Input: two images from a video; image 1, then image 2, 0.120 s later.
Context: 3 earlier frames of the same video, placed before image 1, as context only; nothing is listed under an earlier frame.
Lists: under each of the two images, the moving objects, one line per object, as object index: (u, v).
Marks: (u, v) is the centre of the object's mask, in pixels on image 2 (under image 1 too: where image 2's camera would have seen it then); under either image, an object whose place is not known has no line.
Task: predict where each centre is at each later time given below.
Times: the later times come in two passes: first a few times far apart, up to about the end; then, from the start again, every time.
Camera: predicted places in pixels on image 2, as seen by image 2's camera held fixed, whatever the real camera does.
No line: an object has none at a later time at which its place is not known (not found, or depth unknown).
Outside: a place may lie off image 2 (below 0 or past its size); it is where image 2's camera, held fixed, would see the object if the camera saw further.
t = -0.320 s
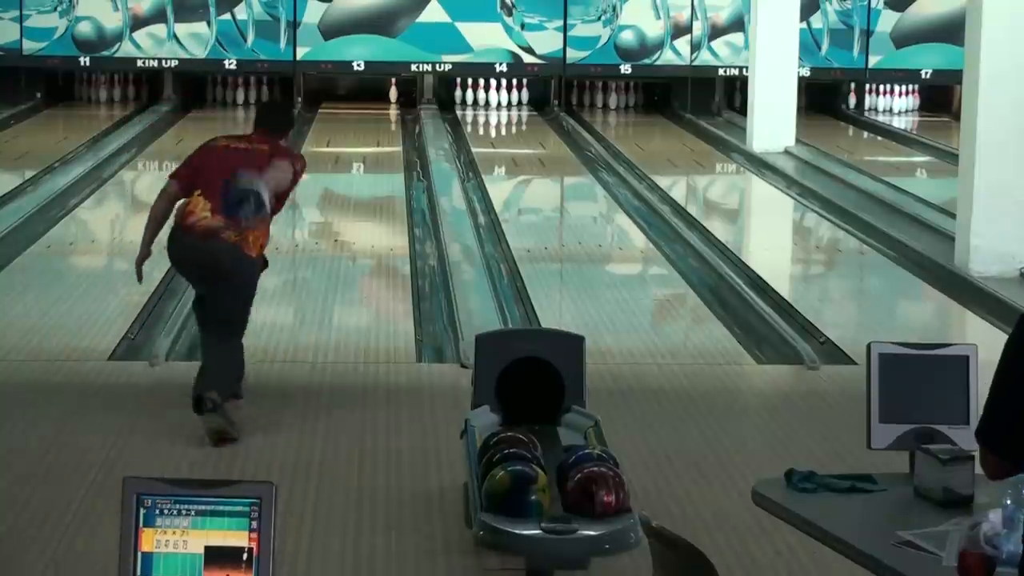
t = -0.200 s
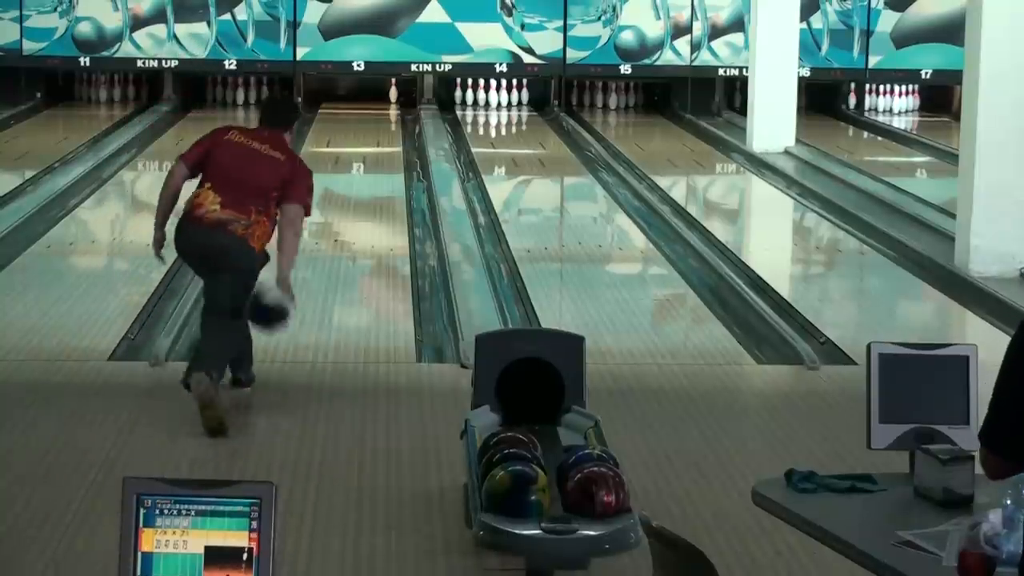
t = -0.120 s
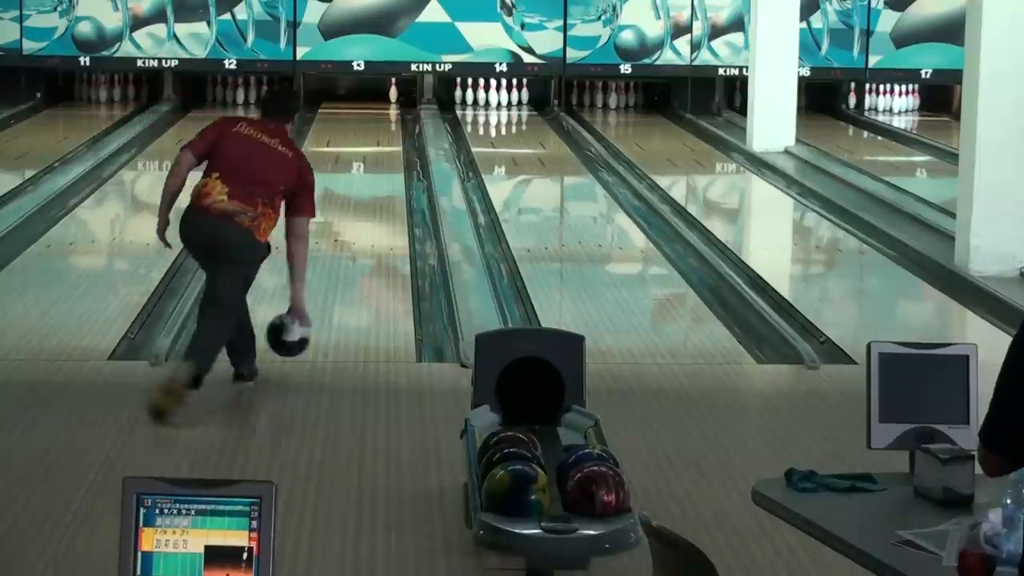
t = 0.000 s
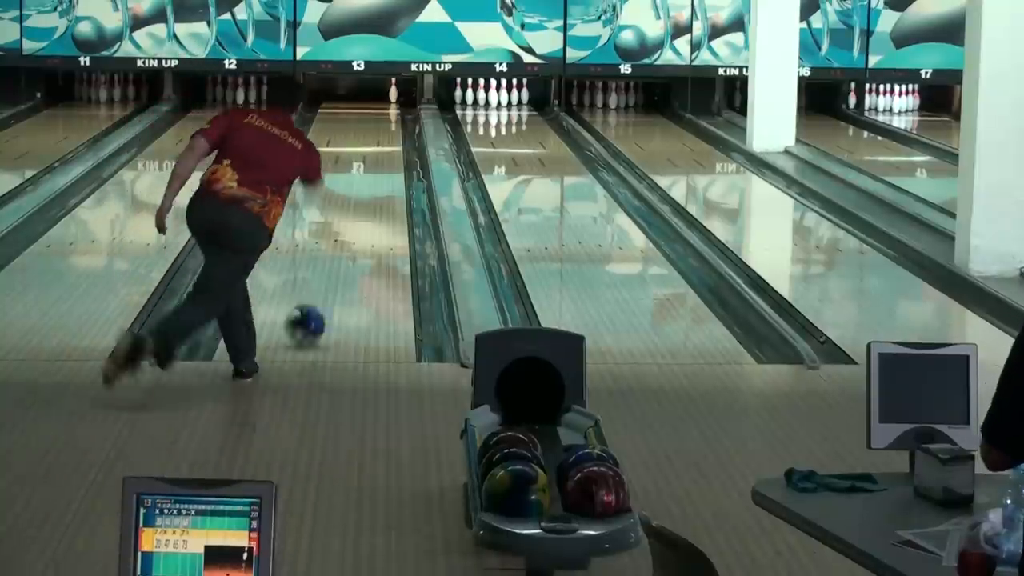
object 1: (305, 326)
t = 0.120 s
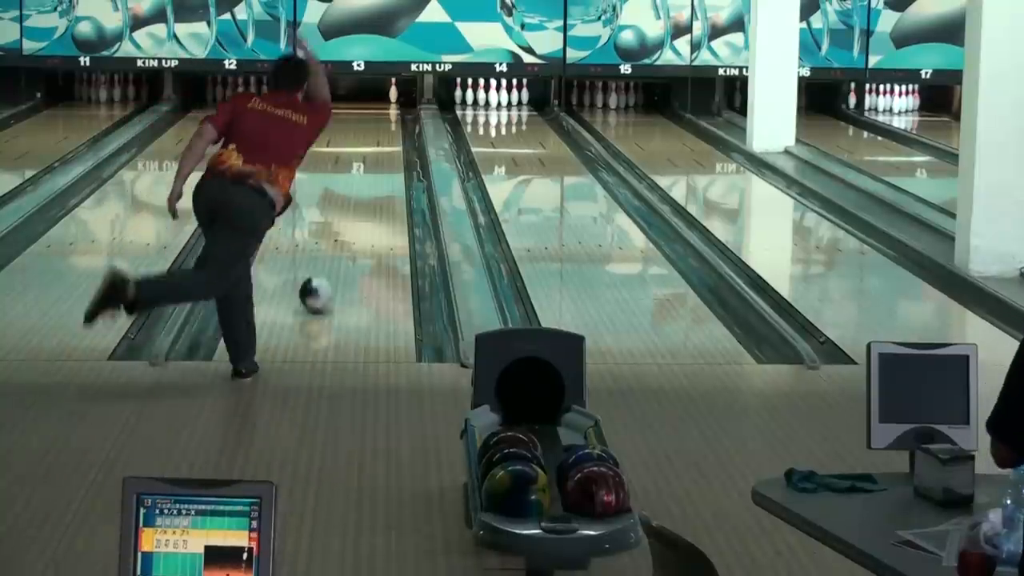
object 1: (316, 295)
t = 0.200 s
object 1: (326, 277)
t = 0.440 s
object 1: (342, 231)
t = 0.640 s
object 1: (353, 201)
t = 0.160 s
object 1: (321, 287)
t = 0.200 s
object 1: (326, 277)
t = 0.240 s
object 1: (330, 268)
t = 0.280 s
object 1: (333, 259)
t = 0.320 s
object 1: (335, 251)
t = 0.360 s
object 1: (336, 245)
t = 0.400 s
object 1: (339, 237)
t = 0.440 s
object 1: (342, 231)
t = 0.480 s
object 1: (345, 225)
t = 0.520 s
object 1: (348, 217)
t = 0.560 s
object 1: (350, 212)
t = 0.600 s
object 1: (351, 206)
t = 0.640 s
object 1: (353, 201)
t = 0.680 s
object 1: (353, 197)
